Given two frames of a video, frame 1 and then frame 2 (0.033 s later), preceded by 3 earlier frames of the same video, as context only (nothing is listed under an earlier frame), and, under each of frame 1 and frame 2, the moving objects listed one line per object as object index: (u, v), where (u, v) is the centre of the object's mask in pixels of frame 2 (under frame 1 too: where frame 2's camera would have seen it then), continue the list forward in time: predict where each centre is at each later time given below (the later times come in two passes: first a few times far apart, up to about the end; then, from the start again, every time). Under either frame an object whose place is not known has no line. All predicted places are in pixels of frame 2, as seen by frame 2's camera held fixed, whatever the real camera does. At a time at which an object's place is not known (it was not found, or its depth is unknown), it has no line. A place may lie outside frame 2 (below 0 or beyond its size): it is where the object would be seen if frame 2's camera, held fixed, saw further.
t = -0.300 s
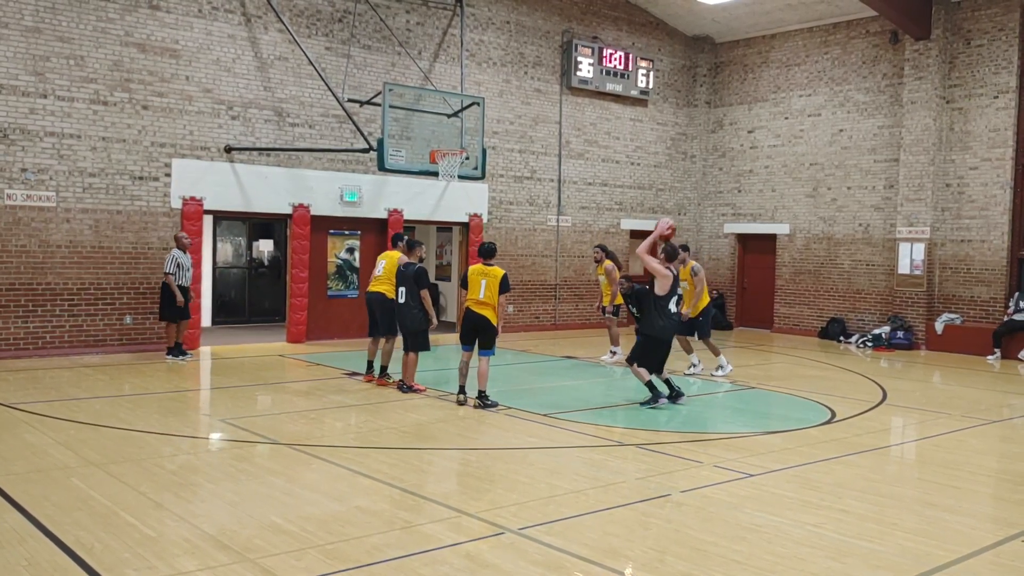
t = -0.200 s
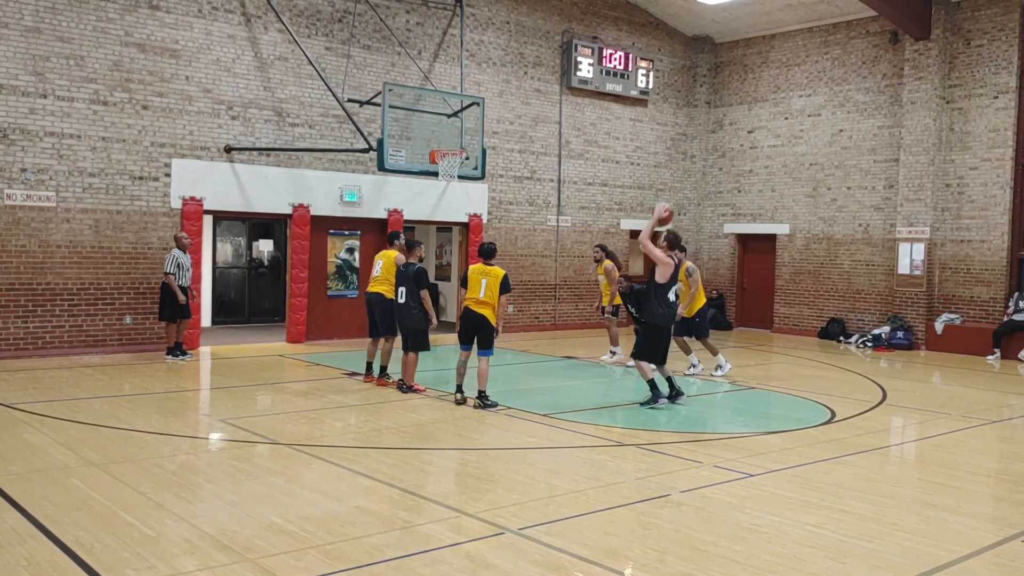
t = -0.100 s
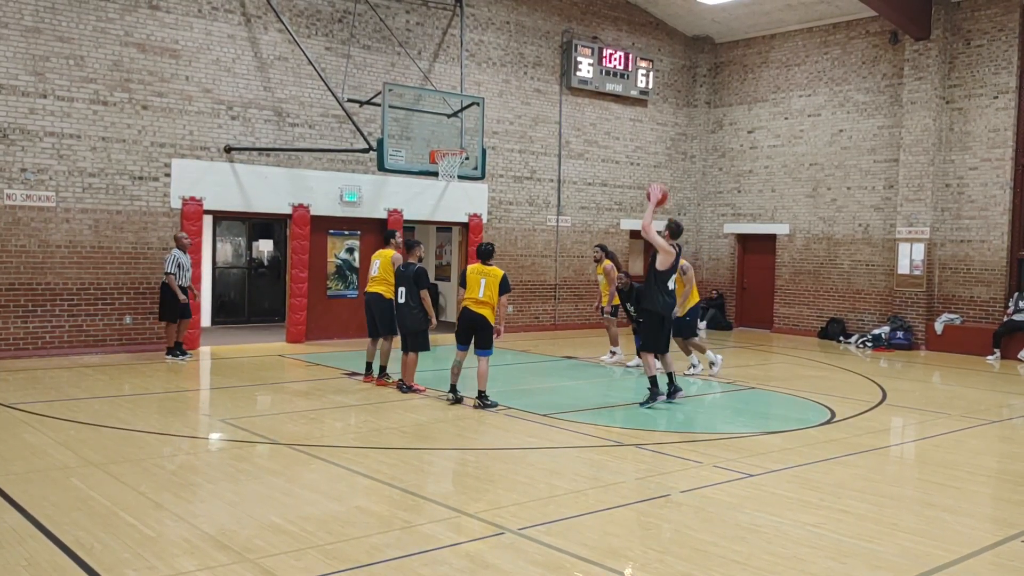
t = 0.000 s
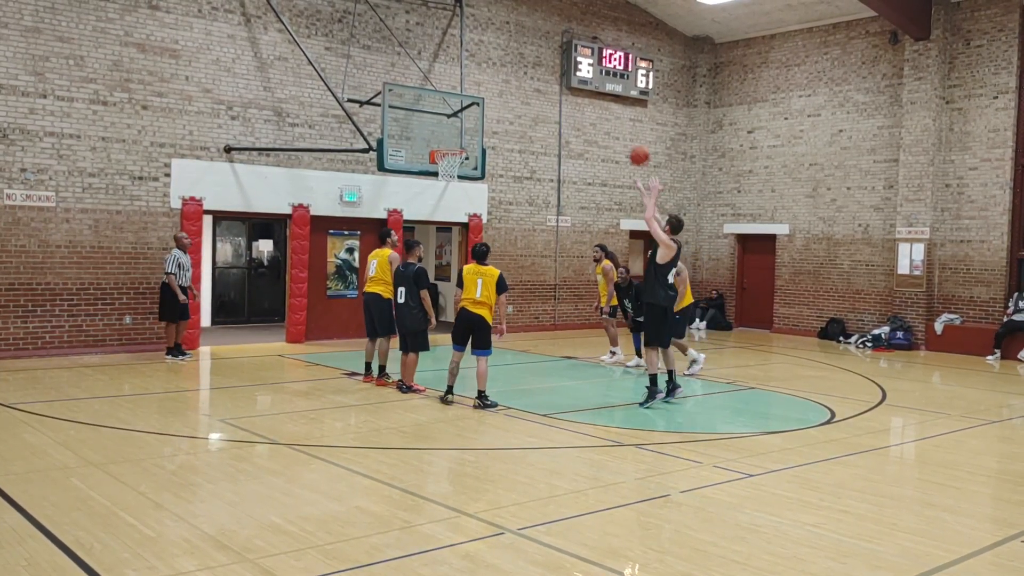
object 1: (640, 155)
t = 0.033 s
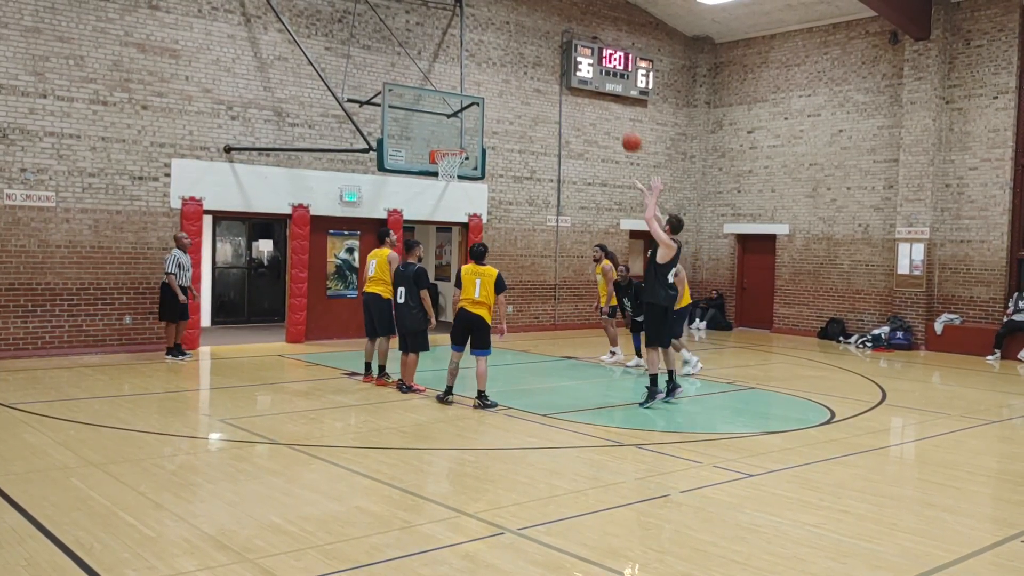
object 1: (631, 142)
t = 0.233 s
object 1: (588, 85)
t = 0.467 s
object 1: (541, 66)
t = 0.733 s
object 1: (493, 93)
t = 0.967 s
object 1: (456, 146)
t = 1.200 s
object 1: (439, 166)
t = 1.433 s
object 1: (451, 186)
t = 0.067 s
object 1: (624, 129)
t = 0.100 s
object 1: (616, 119)
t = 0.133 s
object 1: (609, 109)
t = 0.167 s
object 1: (602, 100)
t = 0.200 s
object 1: (595, 93)
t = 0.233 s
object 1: (588, 85)
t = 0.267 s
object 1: (580, 81)
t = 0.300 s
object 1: (573, 75)
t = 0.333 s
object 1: (567, 72)
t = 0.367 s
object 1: (561, 69)
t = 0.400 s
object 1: (554, 68)
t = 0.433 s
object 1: (547, 66)
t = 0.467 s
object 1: (541, 66)
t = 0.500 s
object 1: (535, 67)
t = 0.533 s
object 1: (529, 68)
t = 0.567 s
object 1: (522, 70)
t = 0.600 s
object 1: (517, 73)
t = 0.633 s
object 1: (510, 77)
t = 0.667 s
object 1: (505, 82)
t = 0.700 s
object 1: (499, 87)
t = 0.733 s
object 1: (493, 93)
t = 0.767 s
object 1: (488, 100)
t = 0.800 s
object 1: (482, 107)
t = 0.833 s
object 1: (476, 115)
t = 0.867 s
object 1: (471, 123)
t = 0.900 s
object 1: (466, 132)
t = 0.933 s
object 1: (461, 142)
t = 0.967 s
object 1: (456, 146)
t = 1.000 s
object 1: (451, 151)
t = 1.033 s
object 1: (448, 155)
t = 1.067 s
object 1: (445, 156)
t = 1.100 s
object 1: (445, 158)
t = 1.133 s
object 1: (443, 162)
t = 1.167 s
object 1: (444, 166)
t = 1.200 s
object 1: (439, 166)
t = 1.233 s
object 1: (443, 174)
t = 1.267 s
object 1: (444, 175)
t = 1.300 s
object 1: (446, 175)
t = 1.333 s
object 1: (447, 177)
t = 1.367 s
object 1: (449, 178)
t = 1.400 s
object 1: (449, 181)
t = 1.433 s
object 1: (451, 186)
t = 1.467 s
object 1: (453, 191)
